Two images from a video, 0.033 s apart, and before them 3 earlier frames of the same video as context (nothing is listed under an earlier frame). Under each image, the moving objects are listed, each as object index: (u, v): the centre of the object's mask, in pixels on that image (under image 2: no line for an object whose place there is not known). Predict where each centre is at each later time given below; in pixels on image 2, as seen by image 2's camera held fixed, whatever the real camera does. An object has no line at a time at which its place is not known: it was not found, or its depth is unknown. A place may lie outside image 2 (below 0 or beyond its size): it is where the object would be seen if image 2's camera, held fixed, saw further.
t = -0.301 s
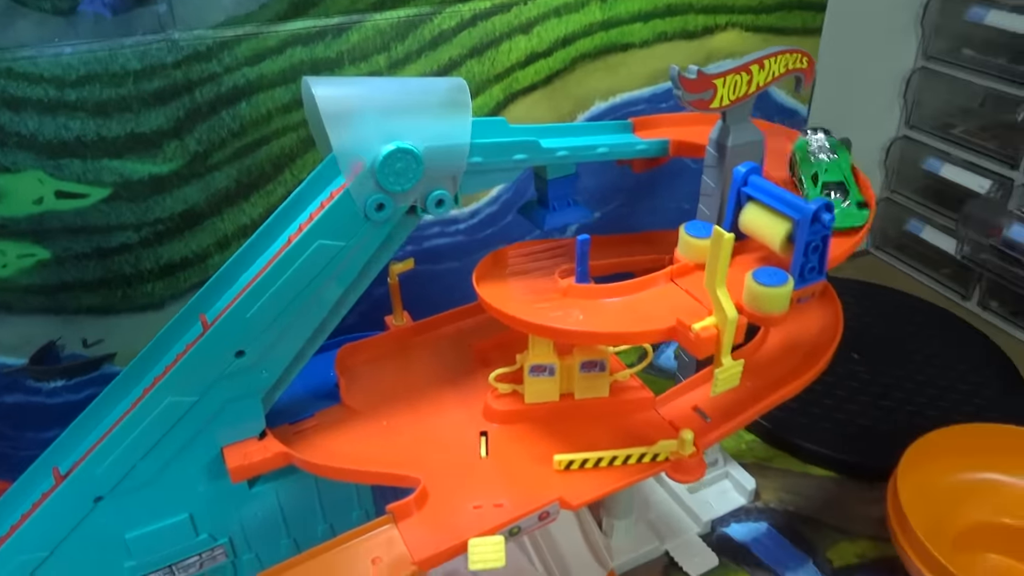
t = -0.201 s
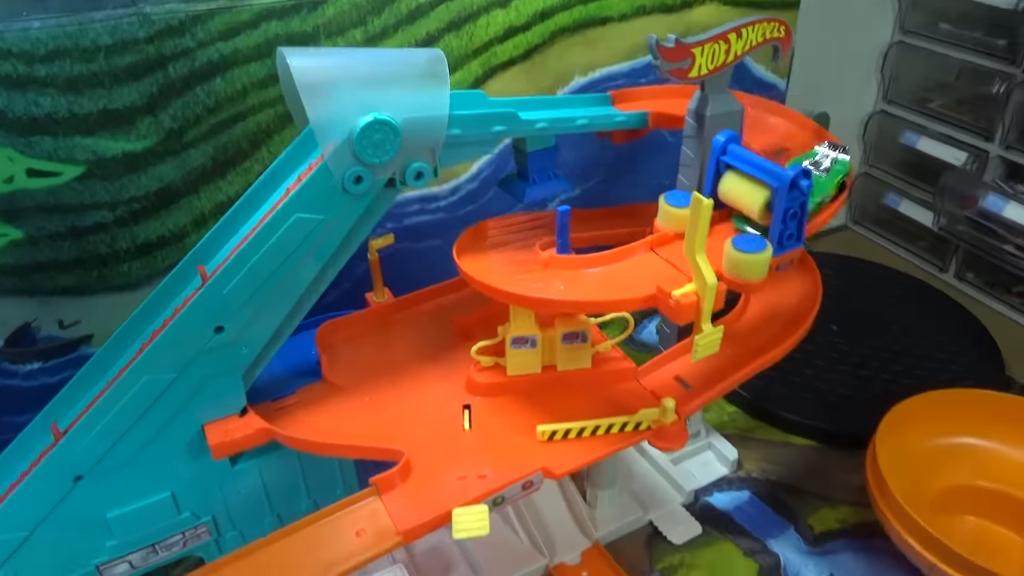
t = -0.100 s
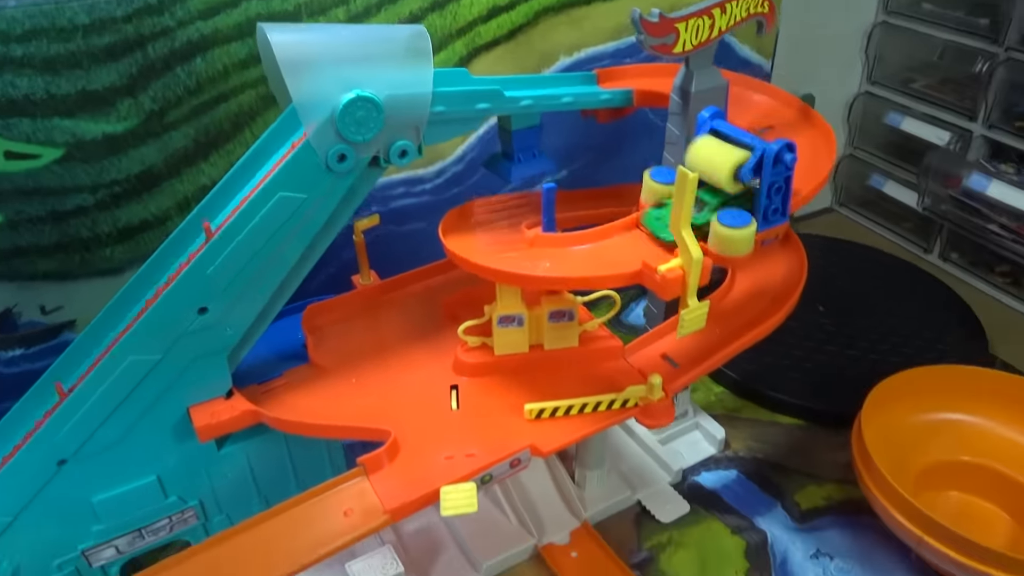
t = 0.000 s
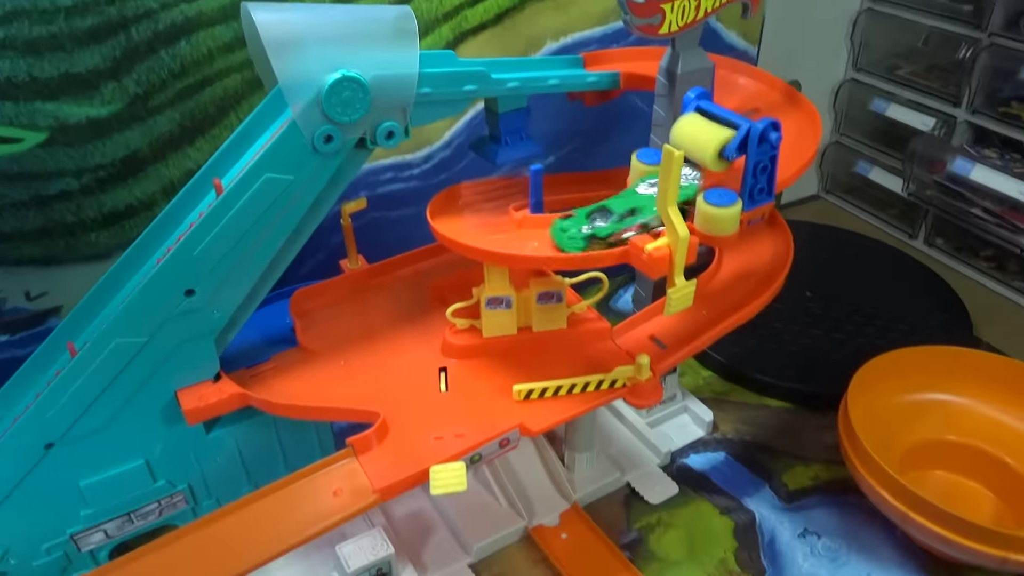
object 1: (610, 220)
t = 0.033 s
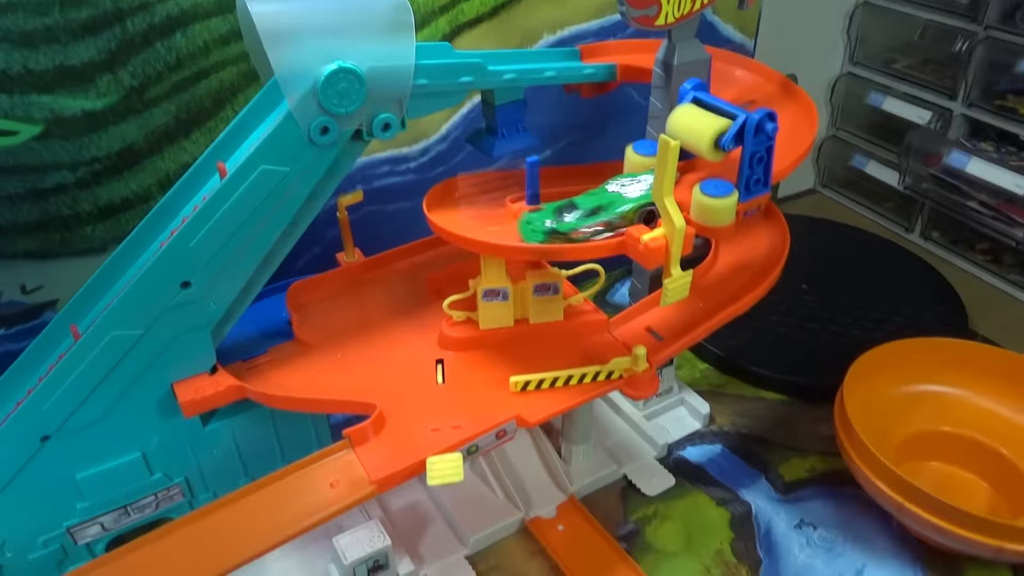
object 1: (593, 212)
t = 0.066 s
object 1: (573, 214)
